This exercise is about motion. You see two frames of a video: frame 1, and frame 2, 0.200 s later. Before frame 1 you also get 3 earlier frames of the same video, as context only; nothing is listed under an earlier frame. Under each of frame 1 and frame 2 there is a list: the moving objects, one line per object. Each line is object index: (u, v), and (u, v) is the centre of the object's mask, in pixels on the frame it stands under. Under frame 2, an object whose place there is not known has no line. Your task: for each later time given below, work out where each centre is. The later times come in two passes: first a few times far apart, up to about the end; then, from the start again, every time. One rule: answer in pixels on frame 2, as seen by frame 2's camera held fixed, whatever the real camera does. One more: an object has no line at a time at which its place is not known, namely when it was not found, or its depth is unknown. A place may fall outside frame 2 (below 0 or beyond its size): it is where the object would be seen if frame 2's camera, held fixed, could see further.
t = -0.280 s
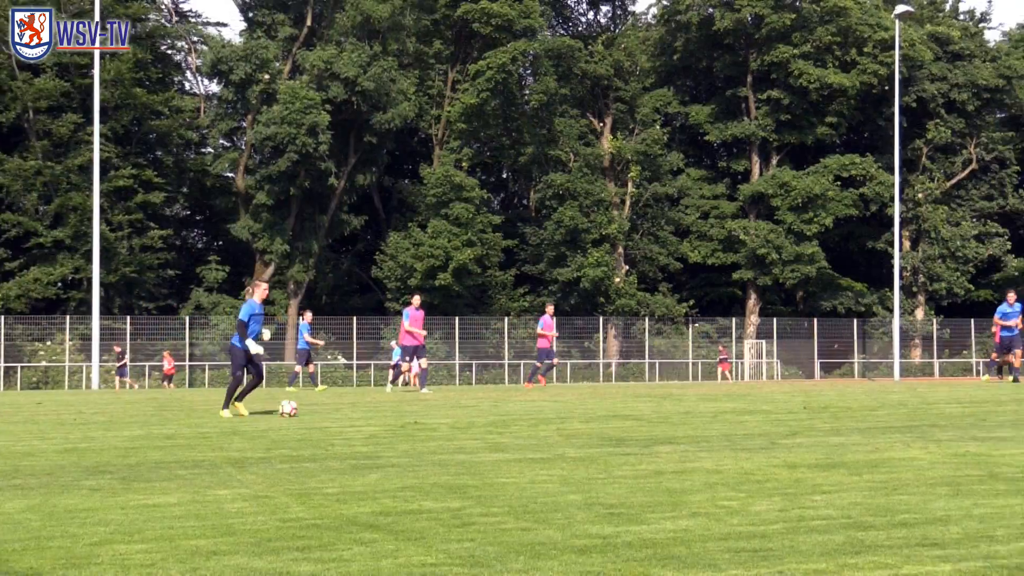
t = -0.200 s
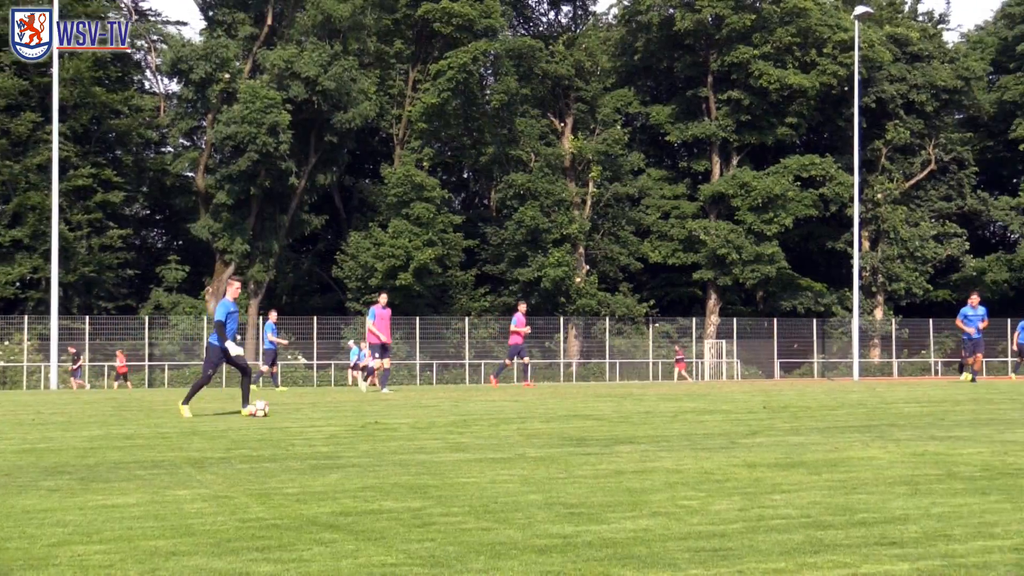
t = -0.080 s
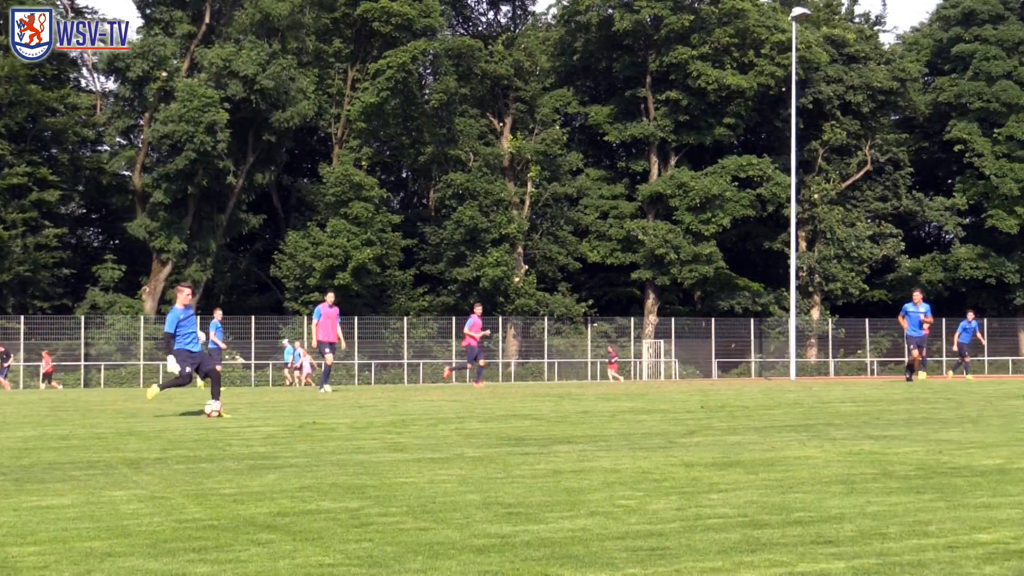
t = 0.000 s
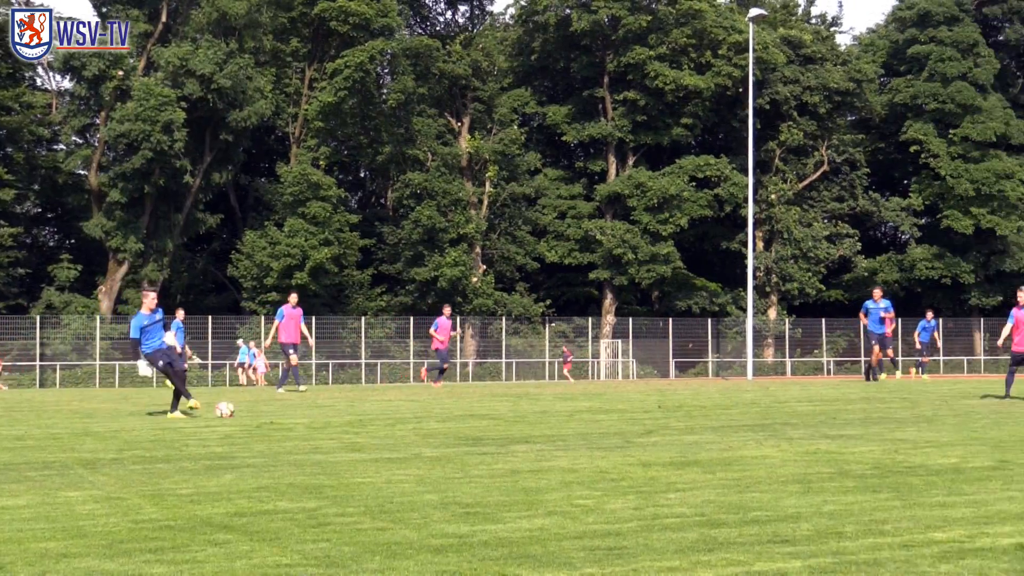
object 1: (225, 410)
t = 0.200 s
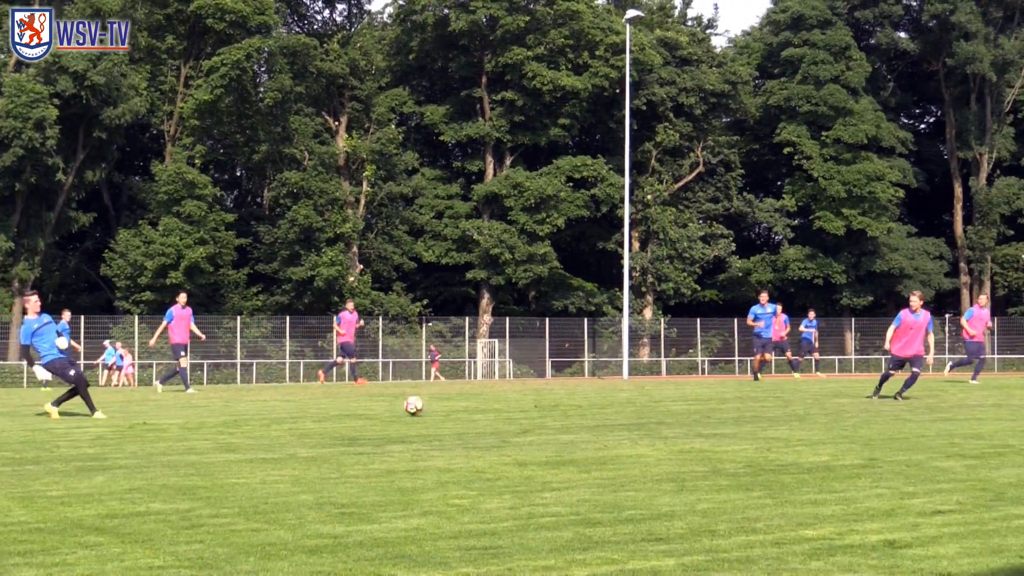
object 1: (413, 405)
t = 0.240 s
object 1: (476, 409)
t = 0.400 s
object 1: (674, 405)
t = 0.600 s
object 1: (891, 406)
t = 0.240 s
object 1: (476, 409)
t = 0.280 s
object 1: (528, 408)
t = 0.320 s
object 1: (578, 405)
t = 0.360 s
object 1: (626, 404)
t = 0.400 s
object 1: (674, 405)
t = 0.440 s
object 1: (722, 407)
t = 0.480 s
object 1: (768, 409)
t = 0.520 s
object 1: (809, 406)
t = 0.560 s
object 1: (850, 406)
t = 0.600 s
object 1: (891, 406)
